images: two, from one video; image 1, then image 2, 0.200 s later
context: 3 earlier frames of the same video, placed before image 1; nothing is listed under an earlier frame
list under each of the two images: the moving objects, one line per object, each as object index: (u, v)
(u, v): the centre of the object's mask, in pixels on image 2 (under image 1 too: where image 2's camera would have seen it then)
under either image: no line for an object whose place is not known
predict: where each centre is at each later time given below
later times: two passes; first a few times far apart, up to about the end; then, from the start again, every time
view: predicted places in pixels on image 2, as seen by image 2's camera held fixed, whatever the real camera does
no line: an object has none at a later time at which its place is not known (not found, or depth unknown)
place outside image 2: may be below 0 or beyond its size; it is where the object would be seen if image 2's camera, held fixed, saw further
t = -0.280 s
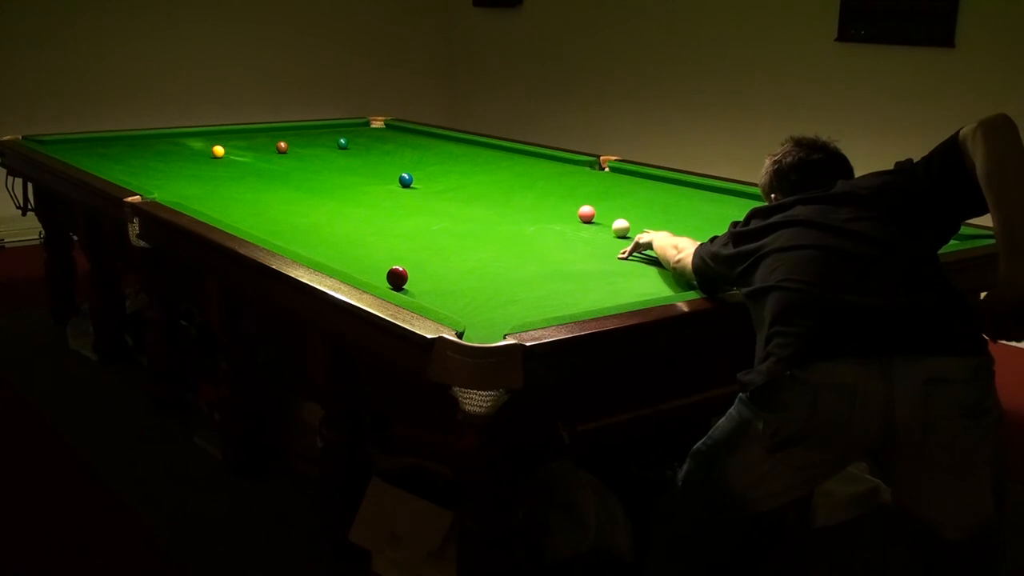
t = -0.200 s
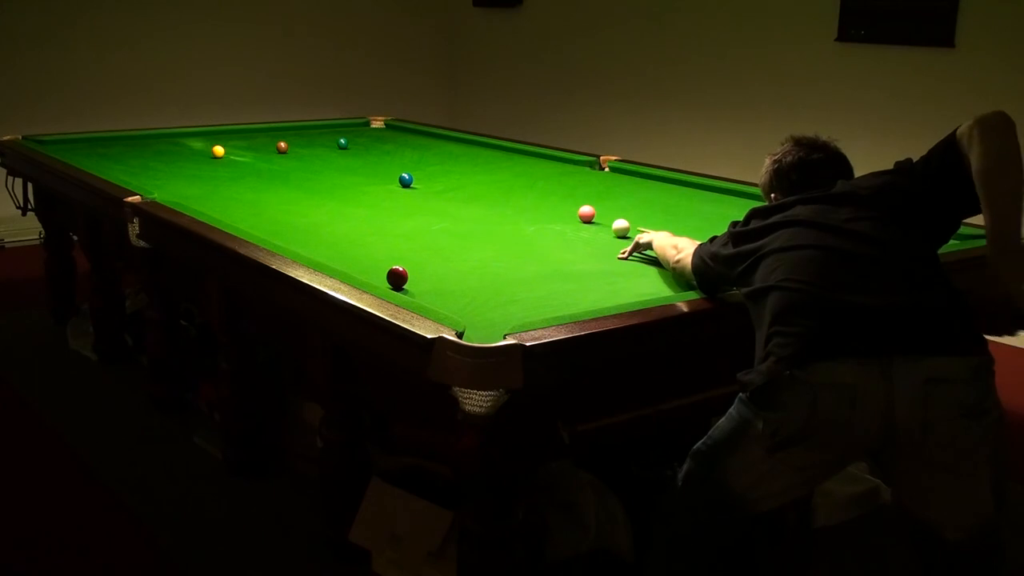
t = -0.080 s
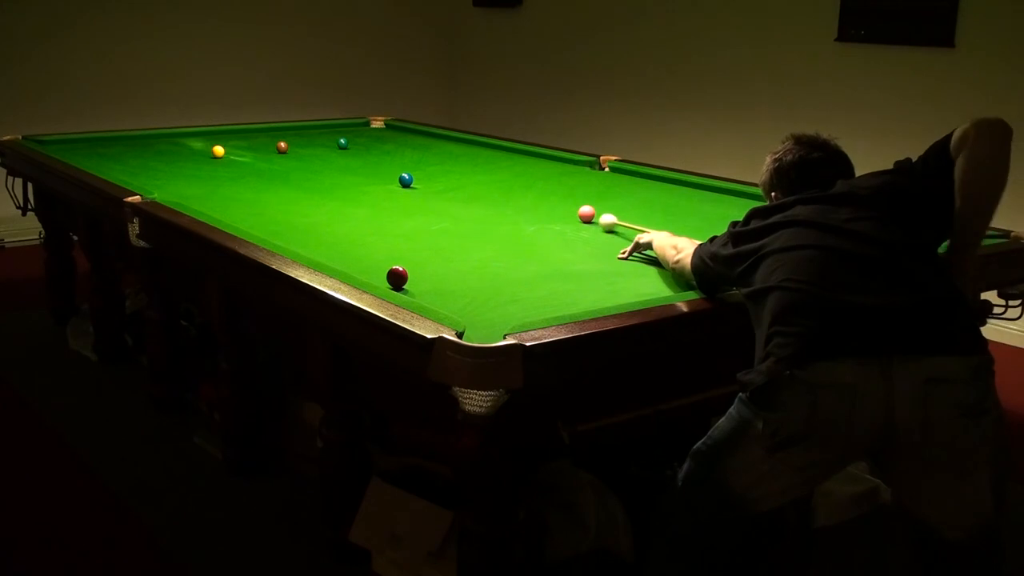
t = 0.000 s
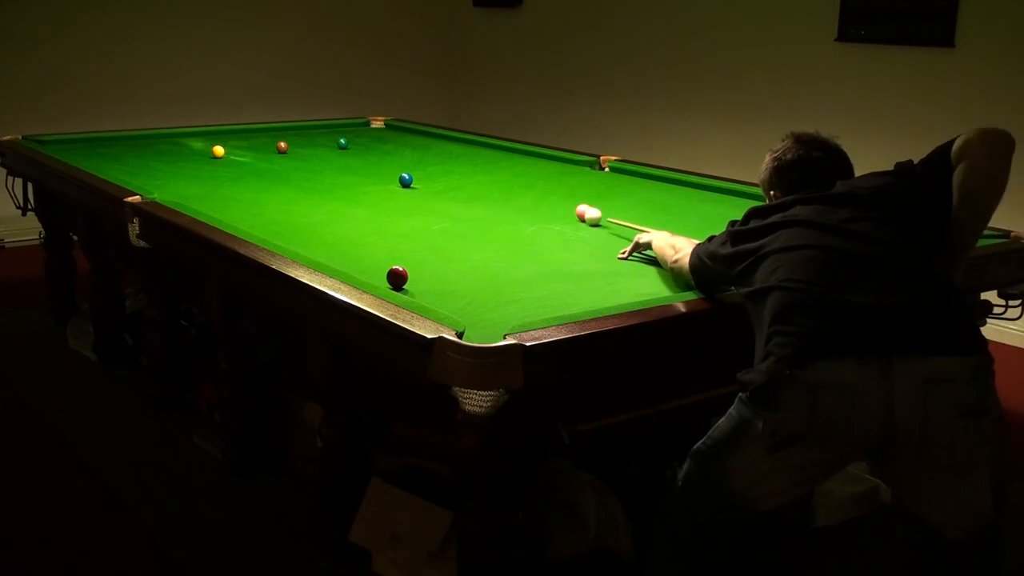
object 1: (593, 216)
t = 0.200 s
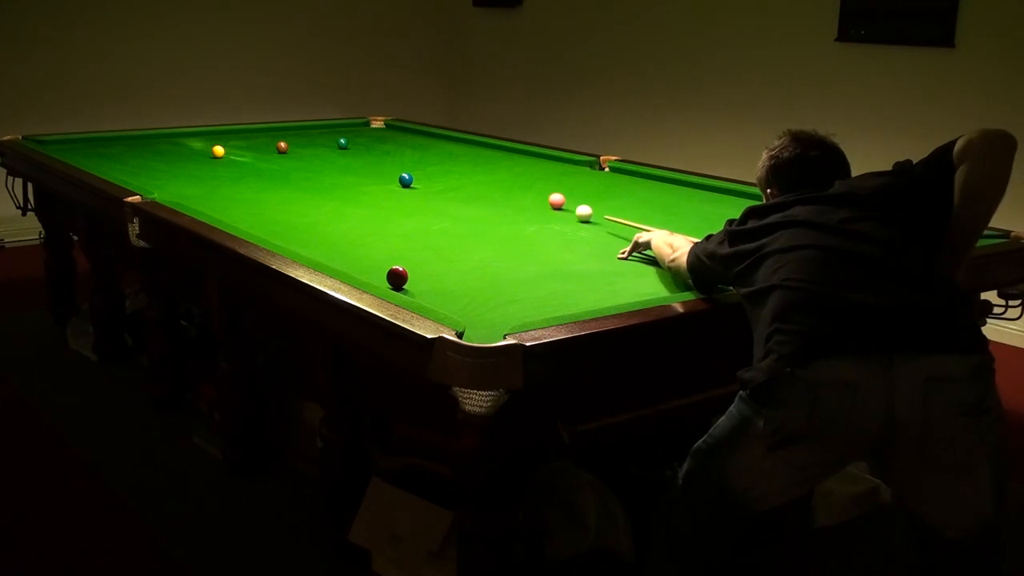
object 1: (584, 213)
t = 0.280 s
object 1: (579, 212)
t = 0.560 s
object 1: (566, 206)
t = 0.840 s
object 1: (554, 202)
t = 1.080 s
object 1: (546, 199)
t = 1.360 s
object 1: (537, 196)
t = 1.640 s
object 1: (530, 193)
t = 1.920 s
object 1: (524, 191)
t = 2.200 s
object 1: (520, 189)
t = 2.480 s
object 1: (517, 188)
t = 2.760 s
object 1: (516, 187)
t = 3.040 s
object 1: (515, 186)
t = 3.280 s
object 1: (515, 186)
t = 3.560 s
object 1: (515, 186)
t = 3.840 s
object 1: (515, 186)
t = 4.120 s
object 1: (515, 186)
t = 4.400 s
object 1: (515, 186)
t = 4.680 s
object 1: (515, 186)
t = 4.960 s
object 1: (515, 187)
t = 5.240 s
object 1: (515, 187)
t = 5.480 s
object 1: (515, 186)
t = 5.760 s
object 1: (515, 186)
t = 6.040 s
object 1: (515, 187)
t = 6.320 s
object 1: (515, 187)
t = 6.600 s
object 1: (515, 187)
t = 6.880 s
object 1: (515, 187)
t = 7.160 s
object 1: (515, 186)
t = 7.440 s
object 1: (515, 186)
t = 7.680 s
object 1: (515, 186)
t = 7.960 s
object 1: (515, 186)
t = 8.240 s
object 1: (515, 186)
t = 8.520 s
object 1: (515, 186)
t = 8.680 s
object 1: (515, 186)
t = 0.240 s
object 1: (582, 212)
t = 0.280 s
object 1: (579, 212)
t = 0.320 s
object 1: (577, 211)
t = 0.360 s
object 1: (575, 210)
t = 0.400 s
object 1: (573, 209)
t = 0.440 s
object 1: (571, 209)
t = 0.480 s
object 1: (569, 208)
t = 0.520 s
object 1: (568, 207)
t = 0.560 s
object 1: (566, 206)
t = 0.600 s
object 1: (564, 206)
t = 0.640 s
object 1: (562, 205)
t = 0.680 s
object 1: (561, 205)
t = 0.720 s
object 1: (559, 204)
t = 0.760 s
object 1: (557, 203)
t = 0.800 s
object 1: (556, 203)
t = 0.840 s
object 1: (554, 202)
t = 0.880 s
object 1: (553, 202)
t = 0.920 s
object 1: (551, 201)
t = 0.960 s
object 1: (550, 200)
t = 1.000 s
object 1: (548, 200)
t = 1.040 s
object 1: (547, 200)
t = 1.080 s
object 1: (546, 199)
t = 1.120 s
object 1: (544, 198)
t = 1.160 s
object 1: (543, 198)
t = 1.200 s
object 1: (542, 197)
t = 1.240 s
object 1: (541, 197)
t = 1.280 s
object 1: (540, 196)
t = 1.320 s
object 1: (538, 196)
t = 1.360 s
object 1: (537, 196)
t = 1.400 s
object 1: (536, 195)
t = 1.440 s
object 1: (535, 195)
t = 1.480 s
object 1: (534, 195)
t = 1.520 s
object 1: (533, 194)
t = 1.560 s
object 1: (532, 194)
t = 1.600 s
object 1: (531, 193)
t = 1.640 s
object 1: (530, 193)
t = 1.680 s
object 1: (529, 193)
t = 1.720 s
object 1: (529, 192)
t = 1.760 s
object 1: (528, 192)
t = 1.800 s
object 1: (527, 192)
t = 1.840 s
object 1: (526, 191)
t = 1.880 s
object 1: (525, 191)
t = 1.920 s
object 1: (524, 191)
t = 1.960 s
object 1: (524, 191)
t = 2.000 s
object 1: (523, 190)
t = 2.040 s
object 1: (522, 190)
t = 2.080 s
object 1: (522, 190)
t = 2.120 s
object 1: (521, 190)
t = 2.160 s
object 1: (520, 189)
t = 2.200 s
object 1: (520, 189)
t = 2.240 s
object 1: (519, 189)
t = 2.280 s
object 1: (519, 189)
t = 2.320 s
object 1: (518, 189)
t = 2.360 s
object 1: (518, 188)
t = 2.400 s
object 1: (518, 188)
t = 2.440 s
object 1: (517, 188)
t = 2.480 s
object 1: (517, 188)
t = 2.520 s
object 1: (517, 188)
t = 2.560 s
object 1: (517, 187)
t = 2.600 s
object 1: (516, 187)
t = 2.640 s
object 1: (516, 187)
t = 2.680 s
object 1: (516, 187)
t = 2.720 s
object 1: (516, 187)
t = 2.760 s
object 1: (516, 187)
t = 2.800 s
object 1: (516, 187)
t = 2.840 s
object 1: (515, 187)
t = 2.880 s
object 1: (515, 187)
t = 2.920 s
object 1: (515, 187)
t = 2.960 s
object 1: (515, 187)
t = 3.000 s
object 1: (515, 187)
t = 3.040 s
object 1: (515, 186)
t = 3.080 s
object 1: (515, 186)
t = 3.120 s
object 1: (515, 186)
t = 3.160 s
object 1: (515, 186)
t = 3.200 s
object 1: (515, 186)
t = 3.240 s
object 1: (515, 186)
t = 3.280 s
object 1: (515, 186)
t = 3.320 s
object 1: (515, 186)
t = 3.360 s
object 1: (515, 186)
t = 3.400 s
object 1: (515, 186)
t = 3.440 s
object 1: (515, 186)
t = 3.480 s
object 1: (515, 186)
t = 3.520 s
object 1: (515, 186)
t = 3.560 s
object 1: (515, 186)
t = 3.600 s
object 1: (515, 186)
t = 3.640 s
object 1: (515, 186)
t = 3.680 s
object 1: (515, 186)
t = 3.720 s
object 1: (515, 186)
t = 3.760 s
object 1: (515, 186)
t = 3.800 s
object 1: (515, 186)
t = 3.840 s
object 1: (515, 186)
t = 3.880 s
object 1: (515, 186)
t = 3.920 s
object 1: (515, 186)
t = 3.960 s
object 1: (515, 186)
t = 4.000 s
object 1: (515, 186)
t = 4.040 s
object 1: (515, 186)
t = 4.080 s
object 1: (515, 186)
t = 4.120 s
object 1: (515, 186)
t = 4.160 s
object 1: (515, 186)
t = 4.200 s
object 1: (515, 186)
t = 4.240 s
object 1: (515, 186)
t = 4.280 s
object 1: (515, 186)
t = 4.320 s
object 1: (515, 186)
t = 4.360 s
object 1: (515, 186)
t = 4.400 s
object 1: (515, 186)
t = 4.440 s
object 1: (515, 186)
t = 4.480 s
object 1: (515, 186)
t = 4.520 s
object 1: (515, 186)
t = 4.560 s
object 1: (515, 186)
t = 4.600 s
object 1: (515, 186)
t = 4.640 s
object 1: (515, 186)
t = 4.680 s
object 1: (515, 186)
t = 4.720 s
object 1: (515, 186)
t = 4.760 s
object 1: (515, 186)
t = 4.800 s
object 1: (515, 187)
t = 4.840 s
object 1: (515, 187)
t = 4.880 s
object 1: (515, 187)
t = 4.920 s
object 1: (515, 187)
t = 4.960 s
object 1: (515, 187)
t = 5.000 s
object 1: (515, 187)
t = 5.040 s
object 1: (515, 187)
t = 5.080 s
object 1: (515, 187)
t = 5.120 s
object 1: (515, 187)
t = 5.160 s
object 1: (515, 187)
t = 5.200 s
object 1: (515, 187)
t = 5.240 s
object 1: (515, 187)
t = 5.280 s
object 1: (515, 187)
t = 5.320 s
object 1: (515, 187)
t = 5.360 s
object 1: (515, 187)
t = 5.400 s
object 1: (515, 187)
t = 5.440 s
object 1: (515, 187)
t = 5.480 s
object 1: (515, 186)
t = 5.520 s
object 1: (515, 186)
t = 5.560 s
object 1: (515, 186)
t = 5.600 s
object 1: (515, 187)
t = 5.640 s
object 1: (515, 186)
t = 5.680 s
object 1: (515, 187)
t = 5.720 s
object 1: (515, 187)
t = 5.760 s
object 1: (515, 186)
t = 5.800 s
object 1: (515, 187)
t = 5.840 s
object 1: (515, 187)
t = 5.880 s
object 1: (515, 187)
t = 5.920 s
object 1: (515, 187)
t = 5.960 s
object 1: (515, 187)
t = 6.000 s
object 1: (515, 187)
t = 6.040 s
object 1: (515, 187)
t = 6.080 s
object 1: (515, 187)
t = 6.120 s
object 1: (515, 186)
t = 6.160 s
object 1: (515, 187)
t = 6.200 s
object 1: (515, 187)
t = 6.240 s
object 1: (515, 186)
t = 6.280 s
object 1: (515, 187)
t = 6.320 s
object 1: (515, 187)
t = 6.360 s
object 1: (515, 187)
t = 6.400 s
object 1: (515, 187)
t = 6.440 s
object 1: (515, 187)
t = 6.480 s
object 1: (515, 187)
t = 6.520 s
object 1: (515, 186)
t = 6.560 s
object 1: (515, 186)
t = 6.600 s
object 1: (515, 187)
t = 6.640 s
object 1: (515, 187)
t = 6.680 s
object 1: (515, 187)
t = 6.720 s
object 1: (515, 187)
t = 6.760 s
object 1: (515, 187)
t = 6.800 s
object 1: (515, 187)
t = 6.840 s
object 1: (515, 187)
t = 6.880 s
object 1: (515, 187)
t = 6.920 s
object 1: (515, 187)
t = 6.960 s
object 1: (515, 186)
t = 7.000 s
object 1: (515, 186)
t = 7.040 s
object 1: (515, 186)
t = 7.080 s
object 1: (515, 186)
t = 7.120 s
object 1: (515, 186)
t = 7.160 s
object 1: (515, 186)
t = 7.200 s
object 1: (515, 186)
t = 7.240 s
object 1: (515, 186)
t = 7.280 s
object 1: (515, 186)
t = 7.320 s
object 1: (515, 187)
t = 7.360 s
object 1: (515, 187)
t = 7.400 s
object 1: (515, 186)
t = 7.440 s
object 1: (515, 186)
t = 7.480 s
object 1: (515, 186)
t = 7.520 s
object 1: (515, 186)
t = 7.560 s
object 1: (515, 186)
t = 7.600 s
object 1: (515, 186)
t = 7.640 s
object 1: (515, 186)
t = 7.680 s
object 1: (515, 186)
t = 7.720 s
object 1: (515, 186)
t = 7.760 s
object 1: (515, 186)
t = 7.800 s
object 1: (515, 187)
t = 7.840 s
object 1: (515, 187)
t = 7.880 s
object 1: (515, 186)
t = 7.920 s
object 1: (515, 187)
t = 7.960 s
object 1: (515, 186)
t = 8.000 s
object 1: (515, 186)
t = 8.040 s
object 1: (515, 186)
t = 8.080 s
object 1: (515, 187)
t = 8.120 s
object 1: (515, 187)
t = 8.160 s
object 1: (515, 186)
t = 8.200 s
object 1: (515, 186)
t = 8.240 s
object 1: (515, 186)
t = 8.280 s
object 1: (515, 186)
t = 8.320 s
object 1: (515, 187)
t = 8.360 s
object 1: (515, 186)
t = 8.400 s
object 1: (515, 186)
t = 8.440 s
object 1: (515, 186)
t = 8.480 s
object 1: (515, 186)
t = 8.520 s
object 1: (515, 186)
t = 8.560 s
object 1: (515, 186)
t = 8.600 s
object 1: (515, 186)
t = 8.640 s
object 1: (515, 186)
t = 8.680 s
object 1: (515, 186)
